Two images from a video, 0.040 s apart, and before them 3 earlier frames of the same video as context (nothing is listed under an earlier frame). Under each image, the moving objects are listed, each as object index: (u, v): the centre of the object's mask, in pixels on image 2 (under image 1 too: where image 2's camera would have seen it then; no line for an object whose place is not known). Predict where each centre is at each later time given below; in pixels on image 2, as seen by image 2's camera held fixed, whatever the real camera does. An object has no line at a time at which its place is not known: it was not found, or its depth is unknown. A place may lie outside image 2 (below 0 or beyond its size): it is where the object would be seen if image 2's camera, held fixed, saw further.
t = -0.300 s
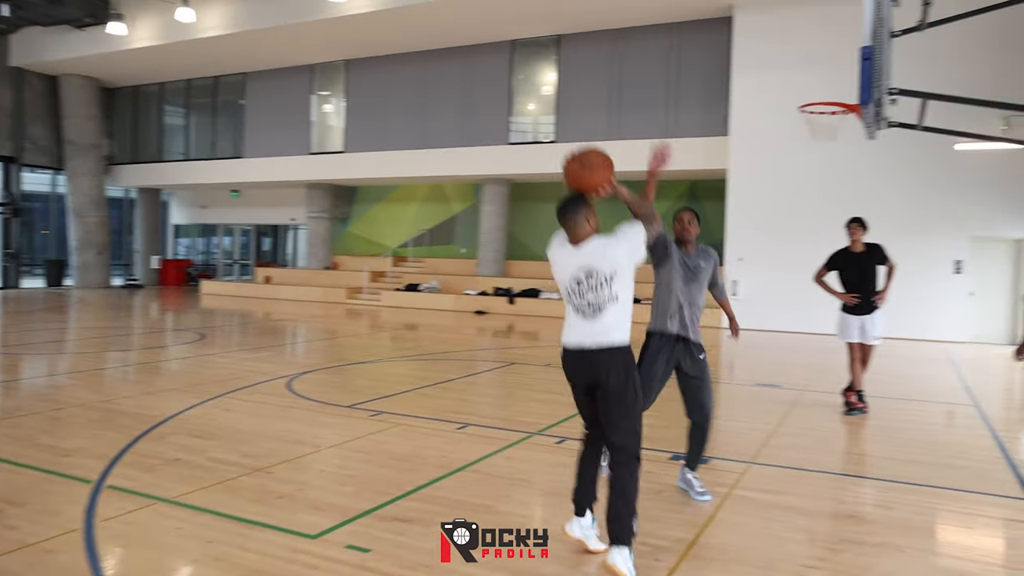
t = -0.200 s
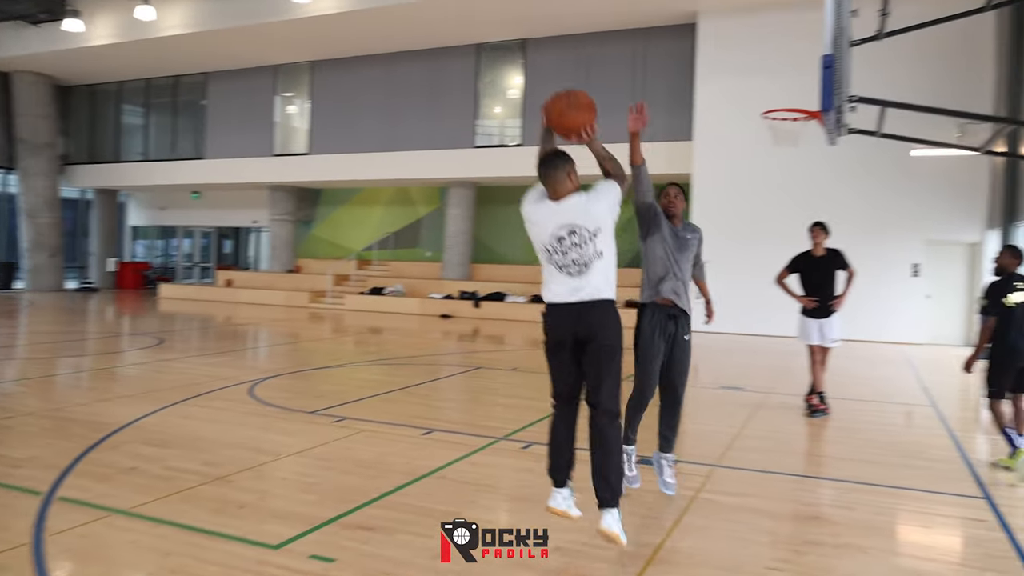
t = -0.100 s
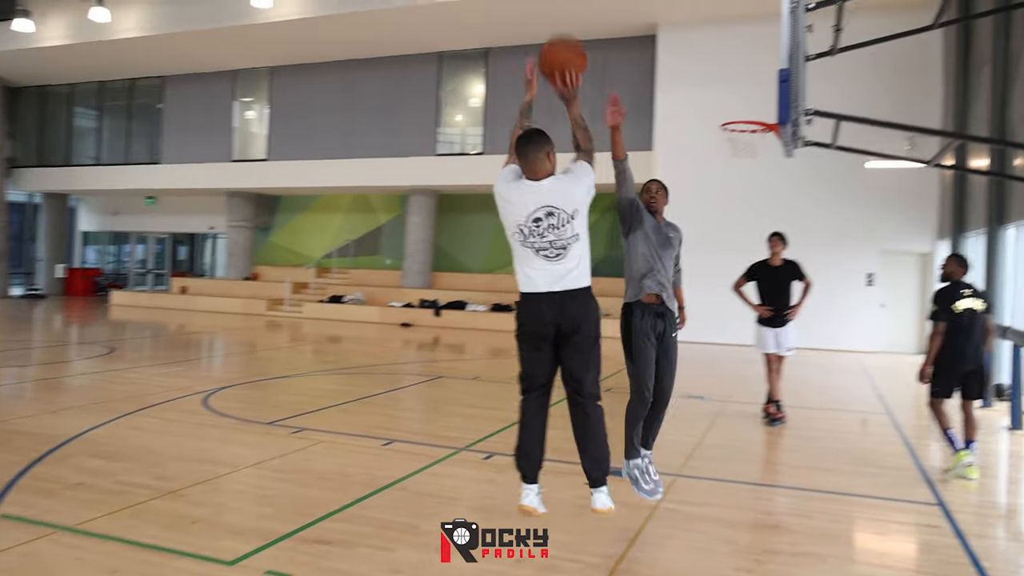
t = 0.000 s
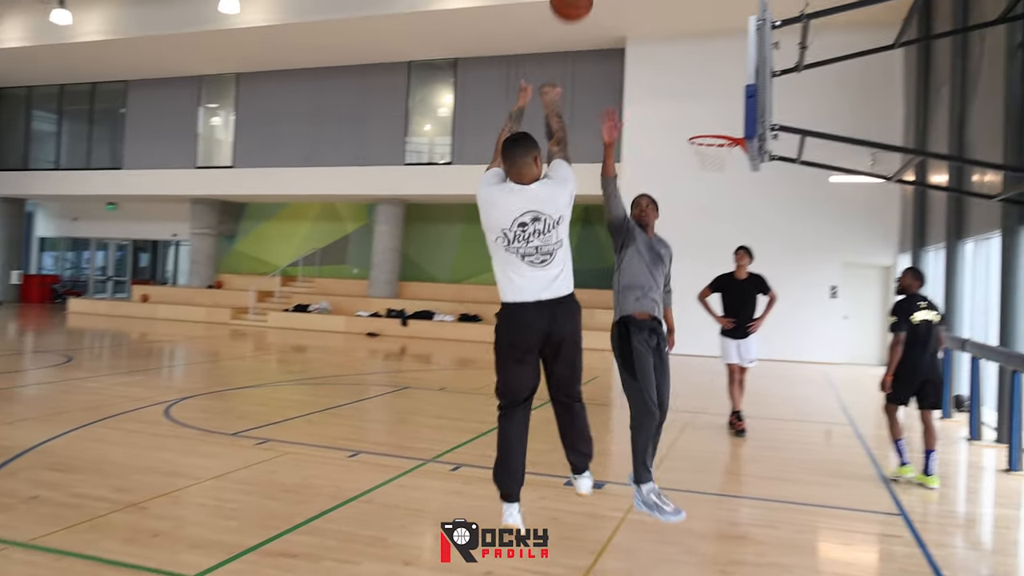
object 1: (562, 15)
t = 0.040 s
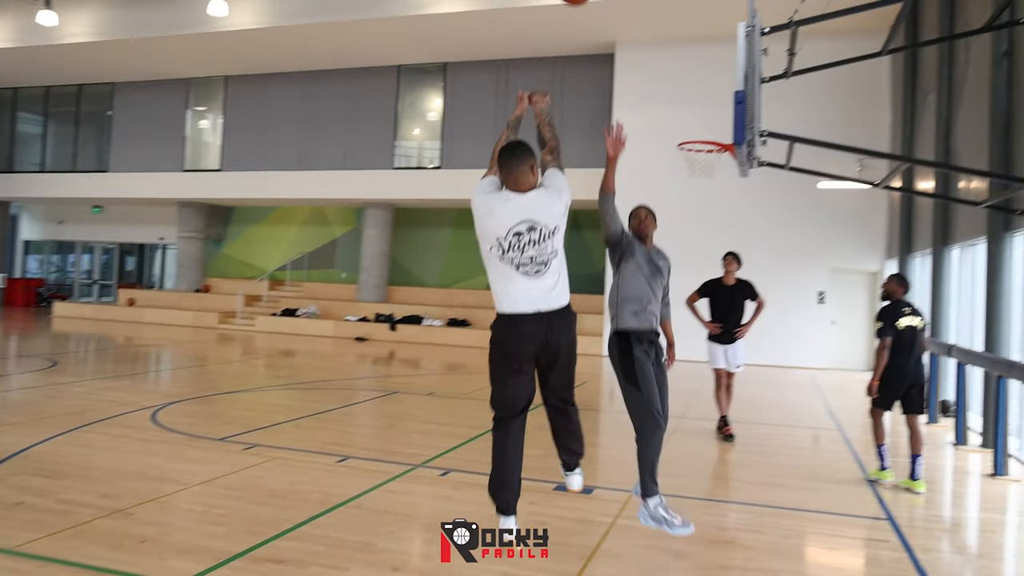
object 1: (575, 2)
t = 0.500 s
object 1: (685, -43)
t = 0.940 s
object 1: (728, 116)
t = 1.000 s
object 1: (733, 148)
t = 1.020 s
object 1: (735, 161)
